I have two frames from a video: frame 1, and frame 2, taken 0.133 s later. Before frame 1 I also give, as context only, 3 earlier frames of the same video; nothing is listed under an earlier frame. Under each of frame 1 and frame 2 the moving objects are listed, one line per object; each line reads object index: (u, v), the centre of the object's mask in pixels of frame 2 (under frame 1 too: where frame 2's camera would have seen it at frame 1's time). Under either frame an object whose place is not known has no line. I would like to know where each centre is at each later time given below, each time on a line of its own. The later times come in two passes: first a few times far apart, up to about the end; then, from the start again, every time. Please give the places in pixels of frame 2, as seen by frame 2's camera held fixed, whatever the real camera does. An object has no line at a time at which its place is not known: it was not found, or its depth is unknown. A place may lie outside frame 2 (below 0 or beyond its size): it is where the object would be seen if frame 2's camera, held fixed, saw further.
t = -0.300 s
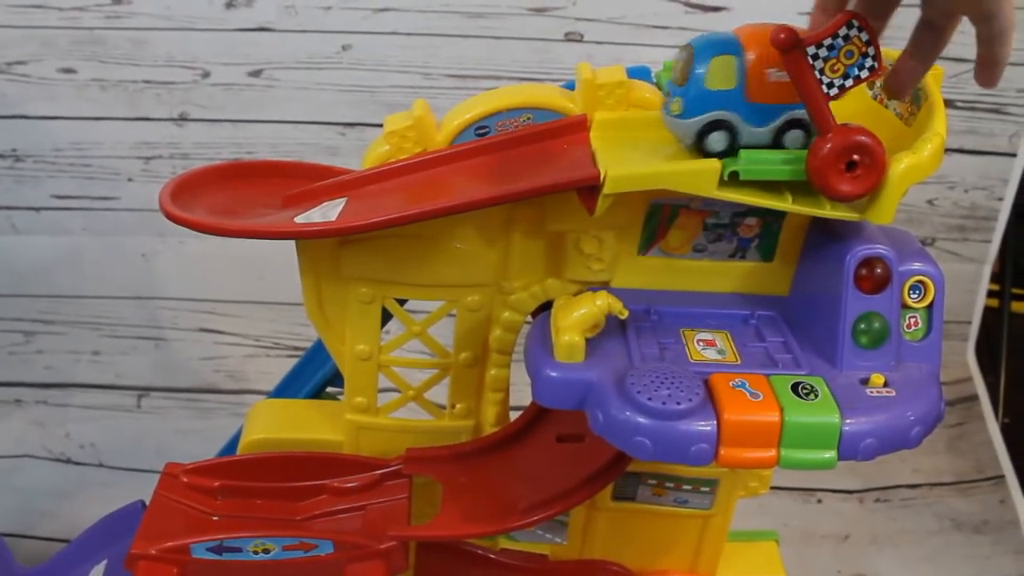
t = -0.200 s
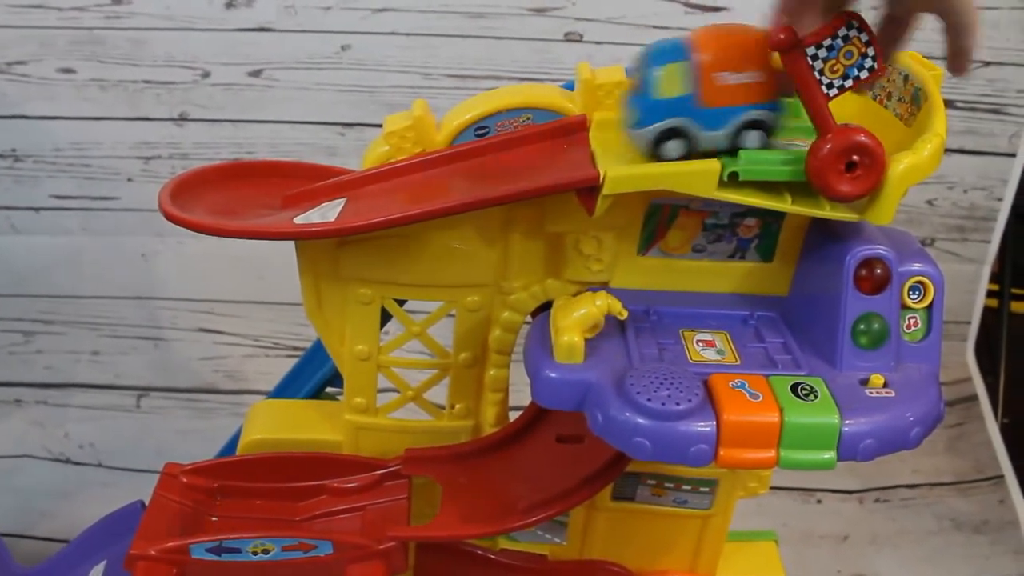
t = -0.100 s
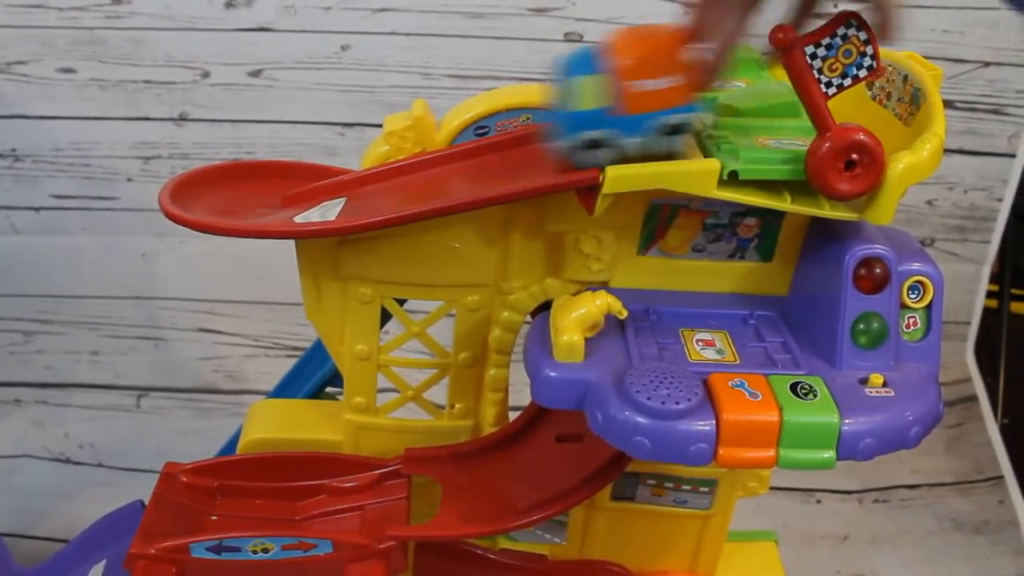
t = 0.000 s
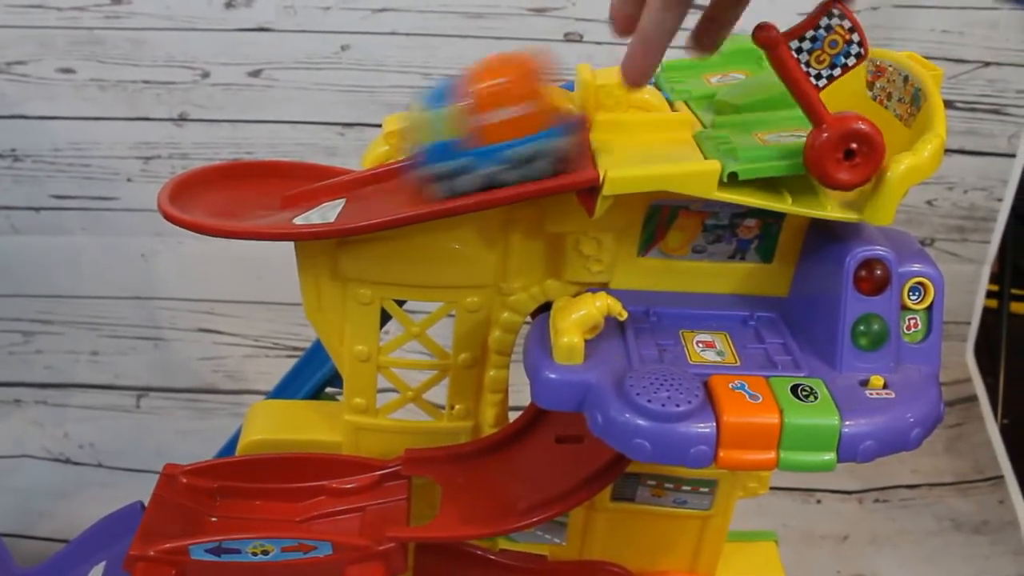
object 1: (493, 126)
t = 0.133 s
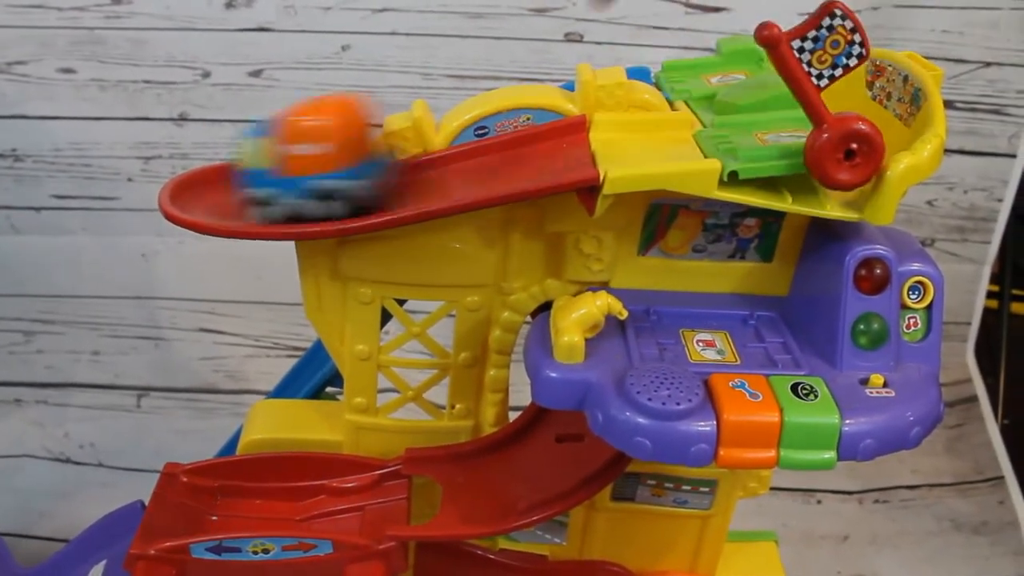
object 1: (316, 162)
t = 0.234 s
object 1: (236, 166)
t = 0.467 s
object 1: (266, 157)
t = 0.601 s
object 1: (318, 152)
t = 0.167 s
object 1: (278, 166)
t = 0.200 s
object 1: (250, 167)
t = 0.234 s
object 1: (236, 166)
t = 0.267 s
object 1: (231, 165)
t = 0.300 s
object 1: (230, 165)
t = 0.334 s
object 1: (233, 163)
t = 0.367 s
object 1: (240, 162)
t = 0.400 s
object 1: (247, 161)
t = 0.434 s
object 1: (254, 159)
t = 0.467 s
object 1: (266, 157)
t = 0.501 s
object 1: (279, 156)
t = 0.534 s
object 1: (293, 154)
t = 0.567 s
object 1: (307, 153)
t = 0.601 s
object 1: (318, 152)
